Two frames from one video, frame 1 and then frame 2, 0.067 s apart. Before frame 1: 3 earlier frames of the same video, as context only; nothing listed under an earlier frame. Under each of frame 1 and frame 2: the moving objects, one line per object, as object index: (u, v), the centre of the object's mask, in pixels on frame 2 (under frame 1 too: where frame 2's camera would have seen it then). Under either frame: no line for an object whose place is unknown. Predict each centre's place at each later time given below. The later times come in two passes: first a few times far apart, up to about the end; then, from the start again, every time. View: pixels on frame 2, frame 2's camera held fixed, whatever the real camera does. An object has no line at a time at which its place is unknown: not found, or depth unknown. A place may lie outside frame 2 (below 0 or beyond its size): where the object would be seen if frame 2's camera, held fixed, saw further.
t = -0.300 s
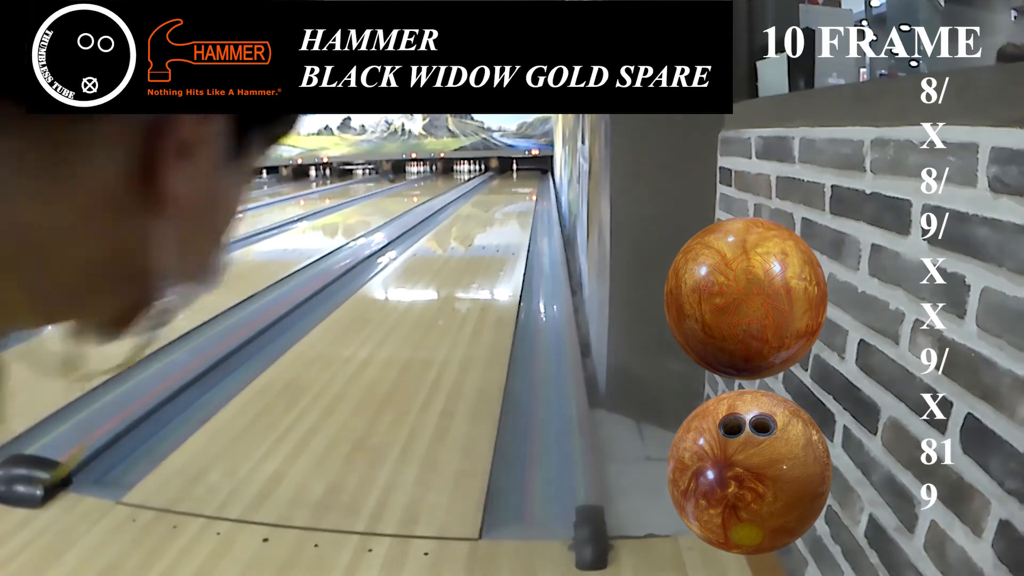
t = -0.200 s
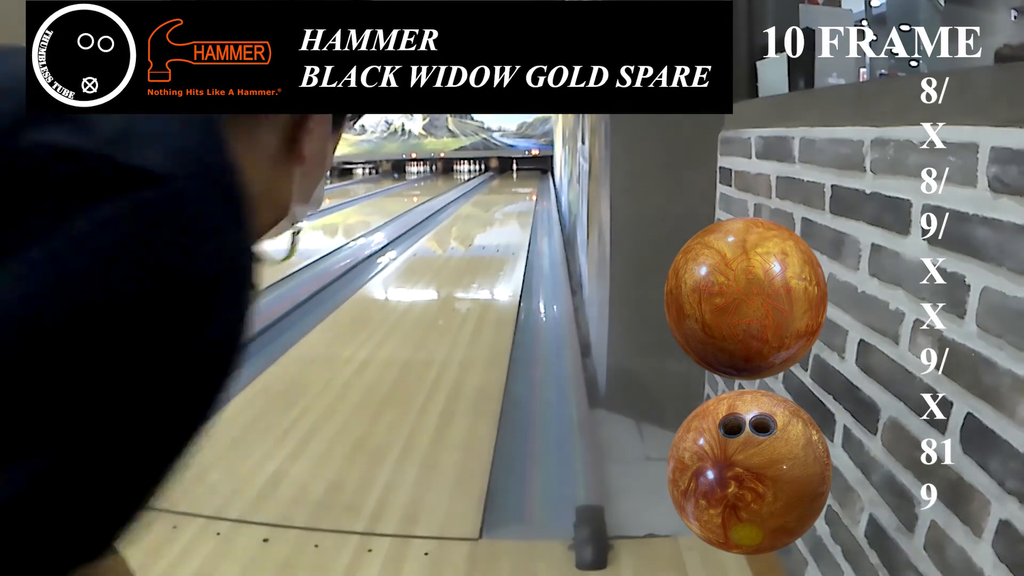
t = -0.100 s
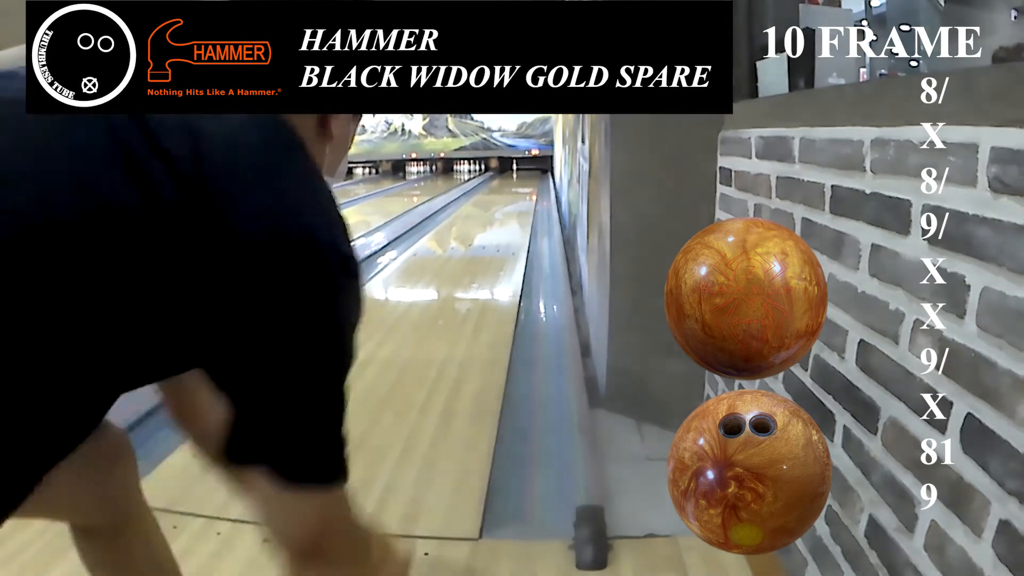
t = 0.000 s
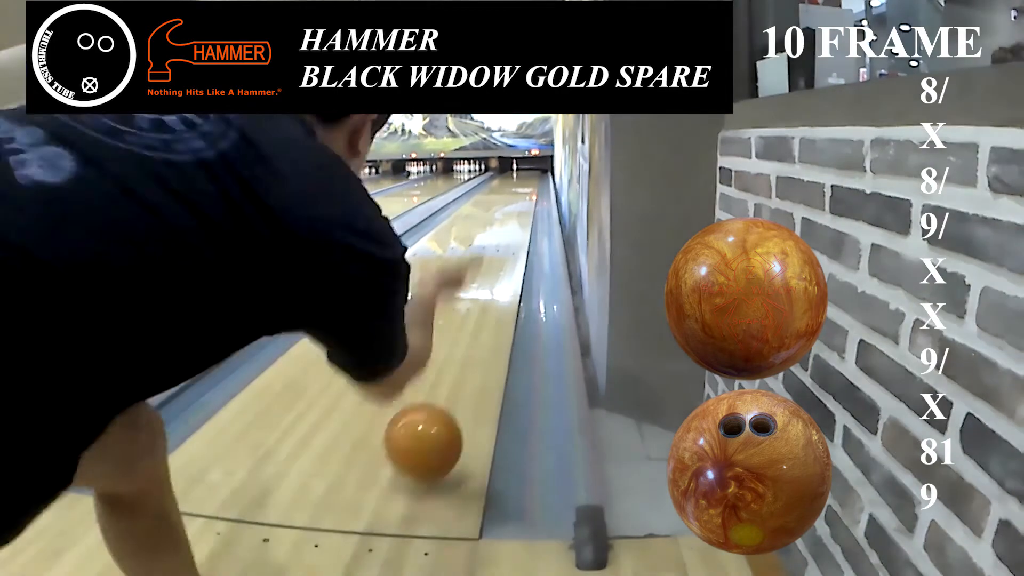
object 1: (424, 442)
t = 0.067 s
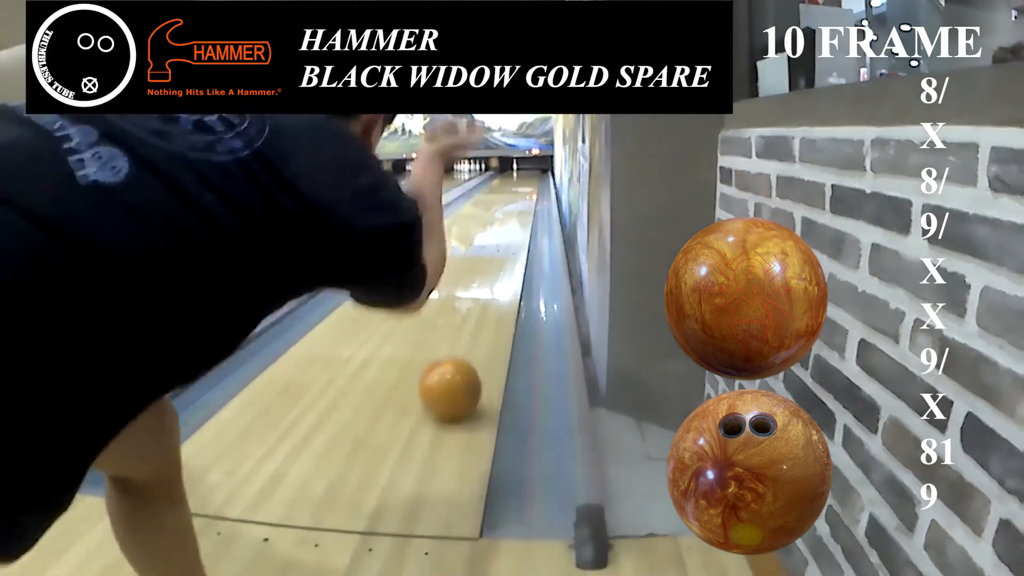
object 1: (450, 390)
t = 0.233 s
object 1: (484, 303)
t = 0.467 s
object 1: (504, 249)
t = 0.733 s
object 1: (514, 220)
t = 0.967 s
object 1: (519, 205)
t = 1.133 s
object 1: (521, 197)
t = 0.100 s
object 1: (460, 367)
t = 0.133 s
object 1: (467, 347)
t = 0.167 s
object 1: (474, 330)
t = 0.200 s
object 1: (479, 316)
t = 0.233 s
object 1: (484, 303)
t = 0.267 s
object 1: (488, 293)
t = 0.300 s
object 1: (492, 283)
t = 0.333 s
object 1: (495, 274)
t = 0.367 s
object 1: (498, 267)
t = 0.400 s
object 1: (500, 261)
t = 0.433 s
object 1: (502, 255)
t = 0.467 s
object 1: (504, 249)
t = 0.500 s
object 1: (506, 244)
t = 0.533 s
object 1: (508, 240)
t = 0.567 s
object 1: (509, 236)
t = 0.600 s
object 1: (511, 232)
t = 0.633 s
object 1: (512, 229)
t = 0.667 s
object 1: (513, 225)
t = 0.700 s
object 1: (514, 222)
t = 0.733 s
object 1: (514, 220)
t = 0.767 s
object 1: (515, 217)
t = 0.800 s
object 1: (516, 215)
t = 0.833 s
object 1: (517, 213)
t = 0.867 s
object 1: (517, 211)
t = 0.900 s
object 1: (518, 209)
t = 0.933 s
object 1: (518, 207)
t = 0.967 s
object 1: (519, 205)
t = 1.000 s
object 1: (519, 203)
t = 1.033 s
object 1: (520, 202)
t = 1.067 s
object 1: (520, 201)
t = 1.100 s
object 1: (521, 199)
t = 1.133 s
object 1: (521, 197)
